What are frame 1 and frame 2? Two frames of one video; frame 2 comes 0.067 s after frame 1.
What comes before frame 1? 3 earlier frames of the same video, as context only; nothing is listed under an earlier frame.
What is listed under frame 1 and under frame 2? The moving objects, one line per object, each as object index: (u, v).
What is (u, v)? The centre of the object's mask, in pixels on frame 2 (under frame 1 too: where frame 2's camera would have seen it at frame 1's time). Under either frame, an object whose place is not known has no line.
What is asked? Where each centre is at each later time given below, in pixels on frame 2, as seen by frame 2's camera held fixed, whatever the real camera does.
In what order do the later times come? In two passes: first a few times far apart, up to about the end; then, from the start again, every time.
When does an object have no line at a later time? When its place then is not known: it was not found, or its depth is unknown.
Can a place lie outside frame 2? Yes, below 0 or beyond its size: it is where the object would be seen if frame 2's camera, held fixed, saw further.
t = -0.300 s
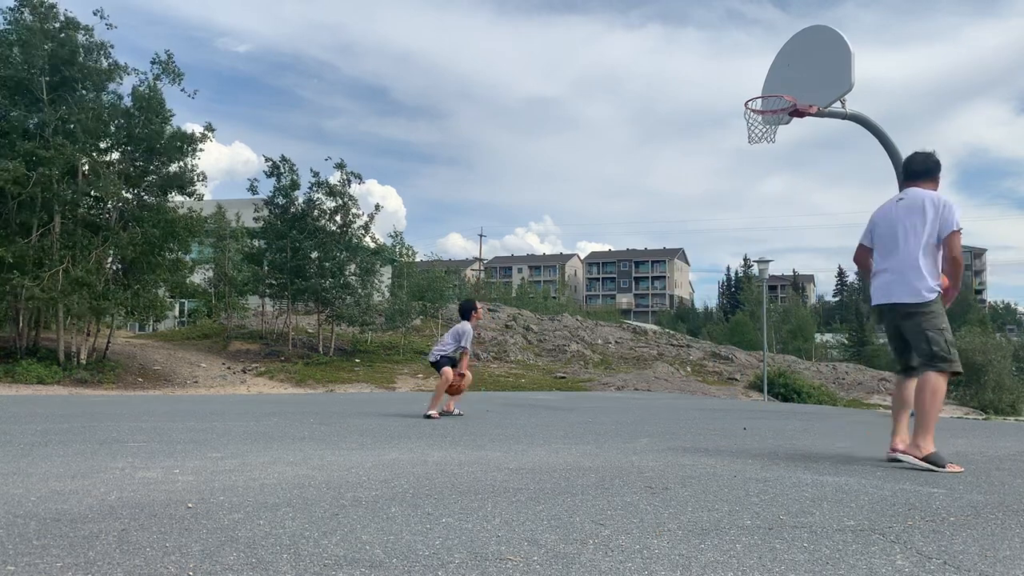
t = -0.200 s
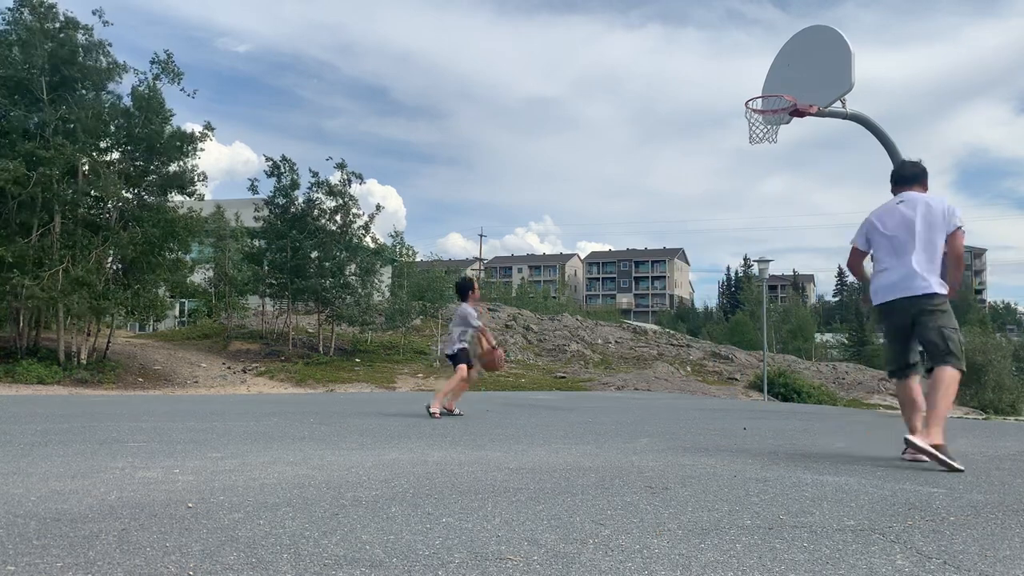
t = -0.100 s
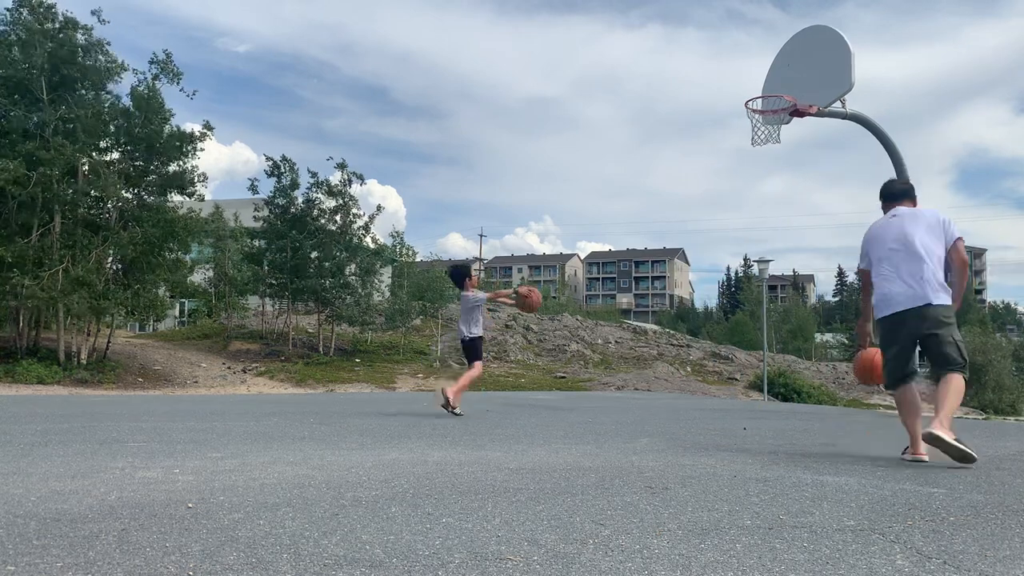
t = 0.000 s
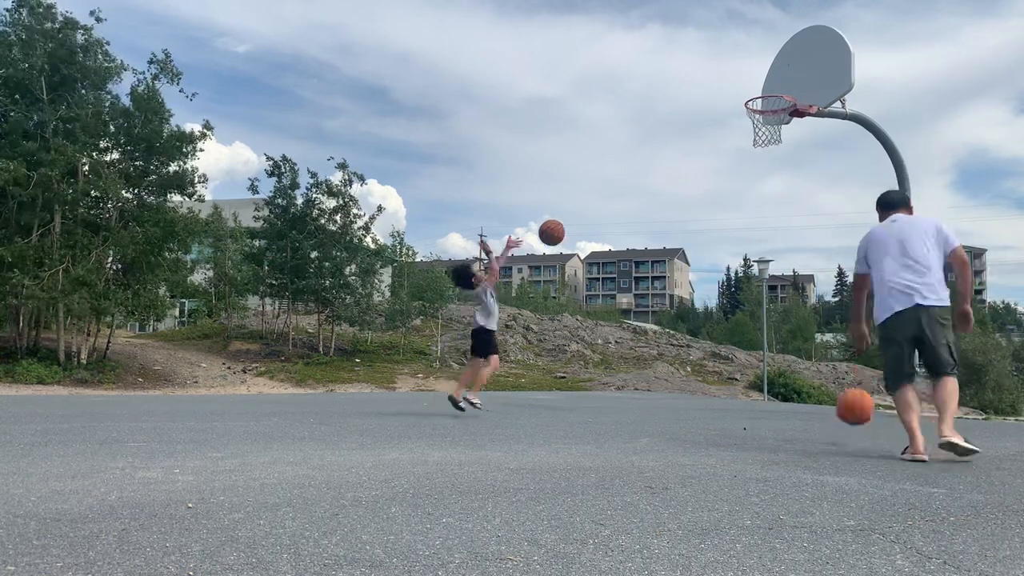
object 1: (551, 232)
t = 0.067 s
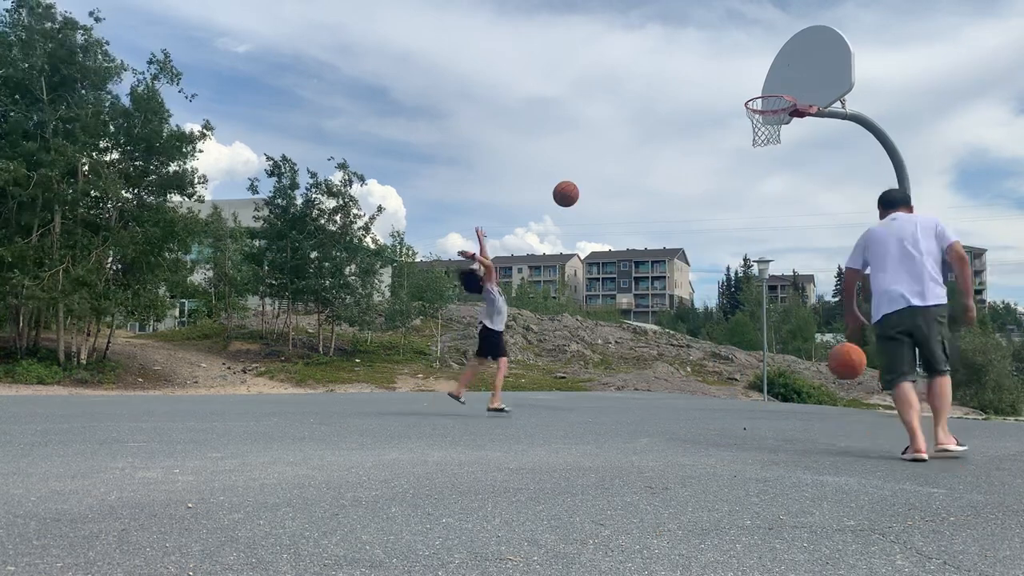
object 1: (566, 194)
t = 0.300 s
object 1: (612, 98)
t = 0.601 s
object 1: (667, 63)
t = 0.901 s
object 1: (717, 119)
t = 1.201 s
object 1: (763, 262)
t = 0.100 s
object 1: (573, 176)
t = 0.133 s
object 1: (579, 160)
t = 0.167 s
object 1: (586, 145)
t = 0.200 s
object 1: (593, 131)
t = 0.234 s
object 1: (600, 119)
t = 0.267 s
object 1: (606, 108)
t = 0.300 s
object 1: (612, 98)
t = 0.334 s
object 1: (619, 89)
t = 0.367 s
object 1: (625, 82)
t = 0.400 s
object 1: (631, 75)
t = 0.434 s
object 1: (637, 70)
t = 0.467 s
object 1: (643, 66)
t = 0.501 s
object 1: (649, 64)
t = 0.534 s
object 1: (655, 62)
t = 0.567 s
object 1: (661, 62)
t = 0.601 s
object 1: (667, 63)
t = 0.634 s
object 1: (673, 65)
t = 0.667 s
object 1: (679, 68)
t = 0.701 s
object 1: (684, 72)
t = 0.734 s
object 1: (690, 77)
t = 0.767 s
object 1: (696, 83)
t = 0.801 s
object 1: (701, 90)
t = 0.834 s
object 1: (706, 99)
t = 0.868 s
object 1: (712, 108)
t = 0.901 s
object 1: (717, 119)
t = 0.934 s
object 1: (722, 131)
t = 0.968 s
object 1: (728, 143)
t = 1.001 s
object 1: (733, 157)
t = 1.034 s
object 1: (738, 172)
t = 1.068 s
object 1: (743, 188)
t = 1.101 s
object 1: (748, 205)
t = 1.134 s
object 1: (753, 223)
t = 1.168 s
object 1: (758, 242)
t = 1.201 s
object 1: (763, 262)
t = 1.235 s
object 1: (768, 284)
